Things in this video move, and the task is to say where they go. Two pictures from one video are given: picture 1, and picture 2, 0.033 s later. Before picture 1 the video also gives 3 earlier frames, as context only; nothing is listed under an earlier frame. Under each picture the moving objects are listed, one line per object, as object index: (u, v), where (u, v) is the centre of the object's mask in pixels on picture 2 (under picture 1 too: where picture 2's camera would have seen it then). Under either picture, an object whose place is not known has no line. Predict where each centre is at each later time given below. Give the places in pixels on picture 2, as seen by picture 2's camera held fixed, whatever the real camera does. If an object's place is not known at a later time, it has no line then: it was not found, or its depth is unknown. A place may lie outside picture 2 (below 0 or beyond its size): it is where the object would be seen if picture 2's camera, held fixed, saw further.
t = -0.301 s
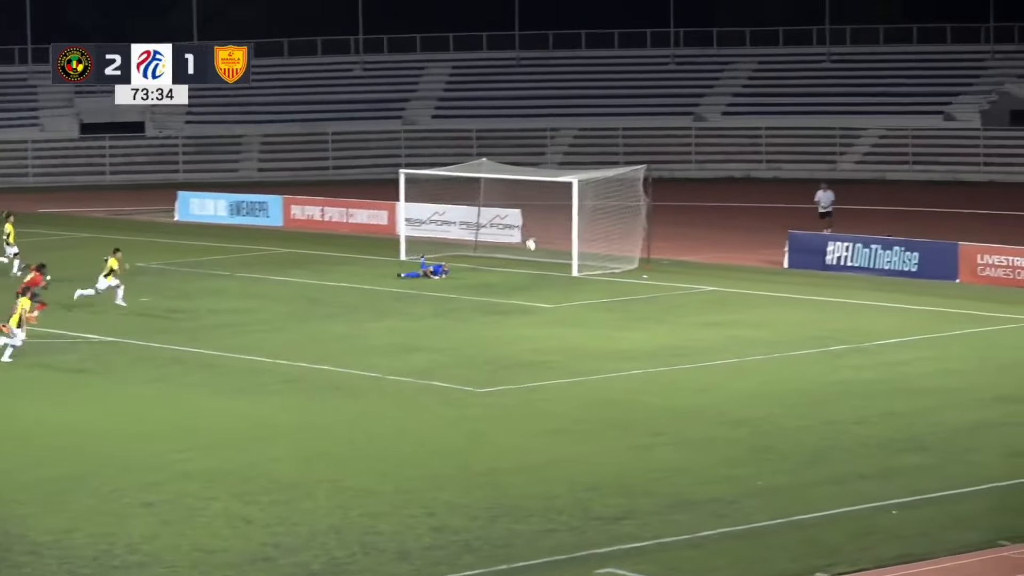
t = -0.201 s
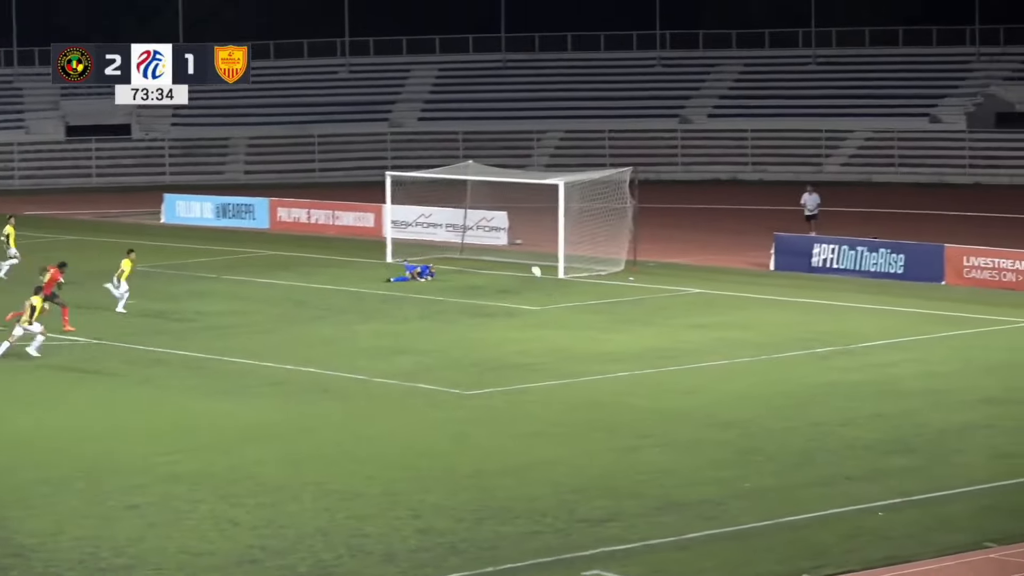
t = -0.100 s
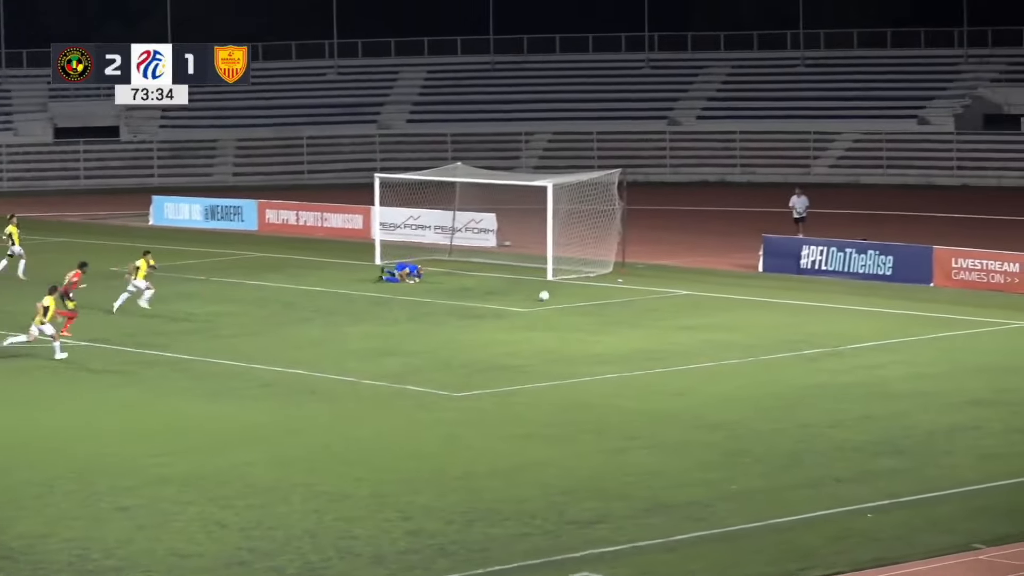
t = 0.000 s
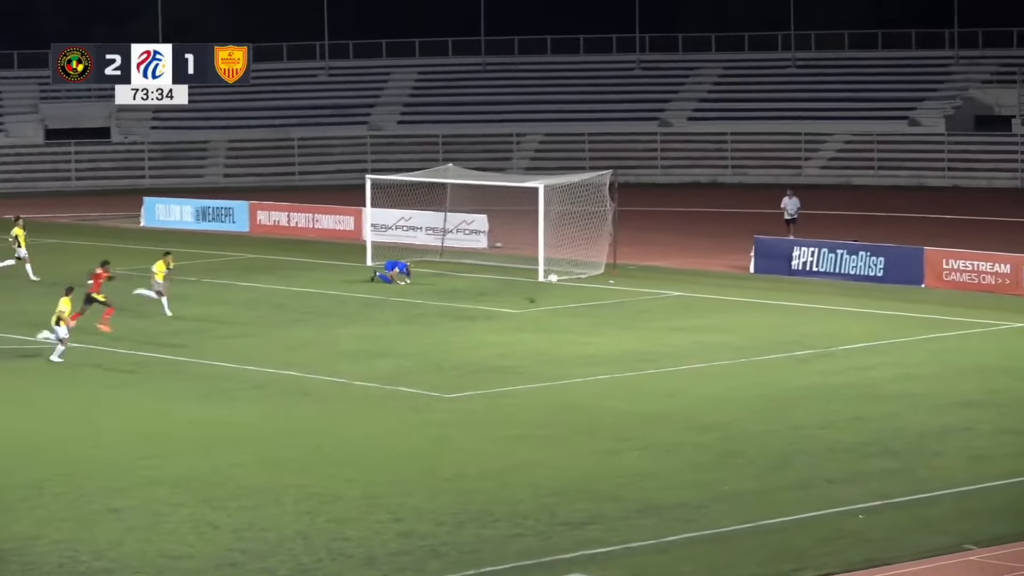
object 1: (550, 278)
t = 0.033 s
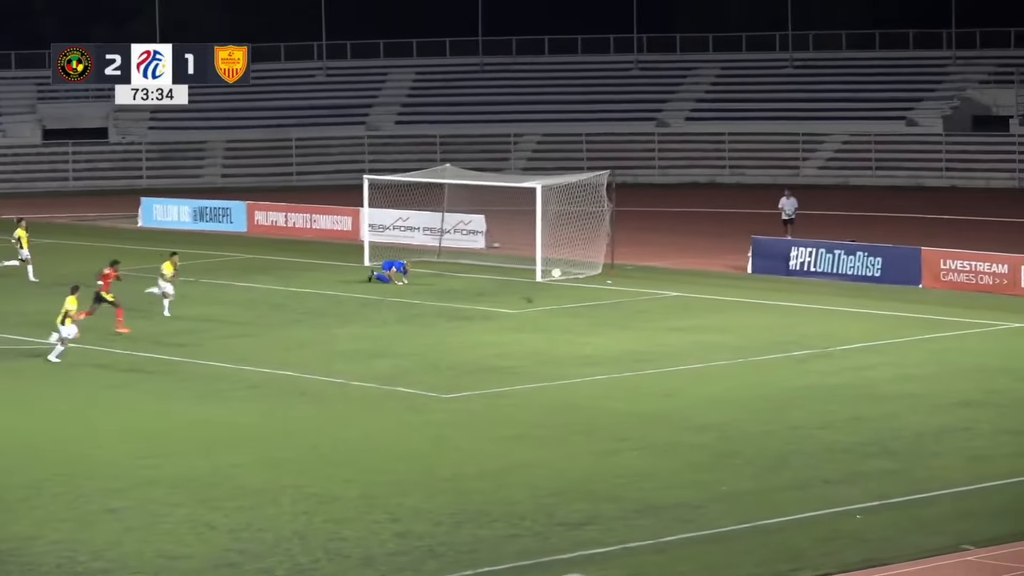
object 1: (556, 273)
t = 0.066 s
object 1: (562, 269)
